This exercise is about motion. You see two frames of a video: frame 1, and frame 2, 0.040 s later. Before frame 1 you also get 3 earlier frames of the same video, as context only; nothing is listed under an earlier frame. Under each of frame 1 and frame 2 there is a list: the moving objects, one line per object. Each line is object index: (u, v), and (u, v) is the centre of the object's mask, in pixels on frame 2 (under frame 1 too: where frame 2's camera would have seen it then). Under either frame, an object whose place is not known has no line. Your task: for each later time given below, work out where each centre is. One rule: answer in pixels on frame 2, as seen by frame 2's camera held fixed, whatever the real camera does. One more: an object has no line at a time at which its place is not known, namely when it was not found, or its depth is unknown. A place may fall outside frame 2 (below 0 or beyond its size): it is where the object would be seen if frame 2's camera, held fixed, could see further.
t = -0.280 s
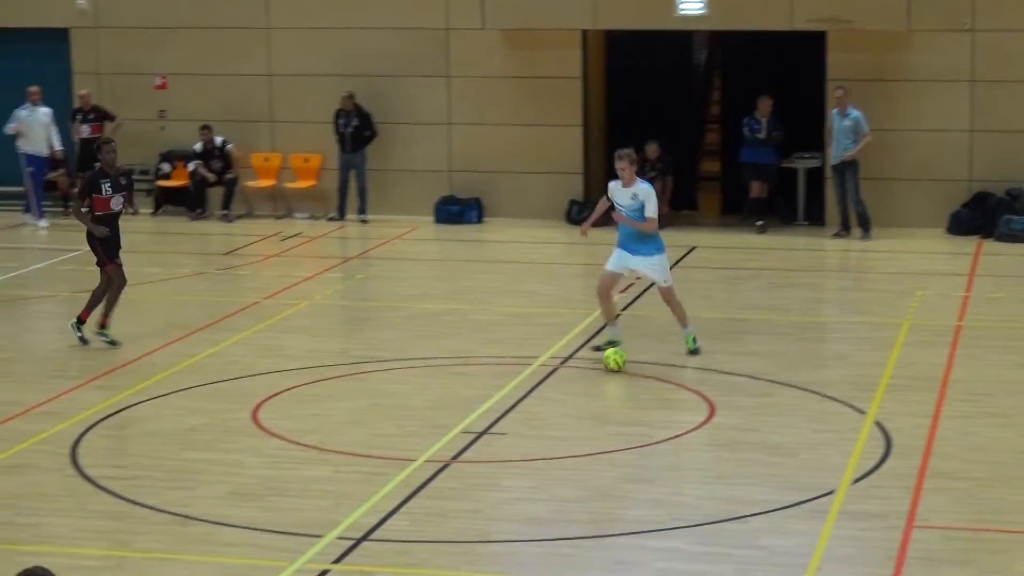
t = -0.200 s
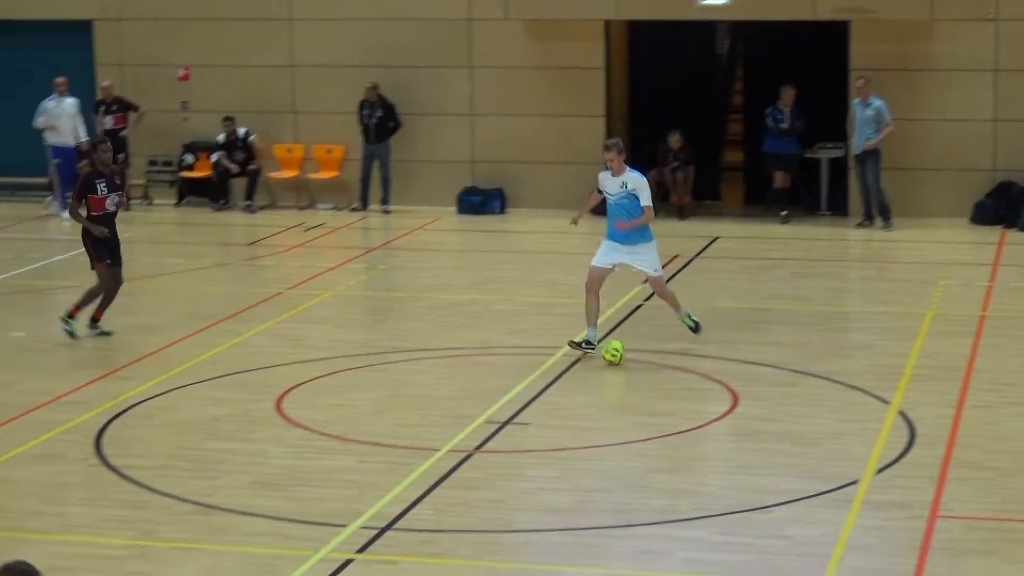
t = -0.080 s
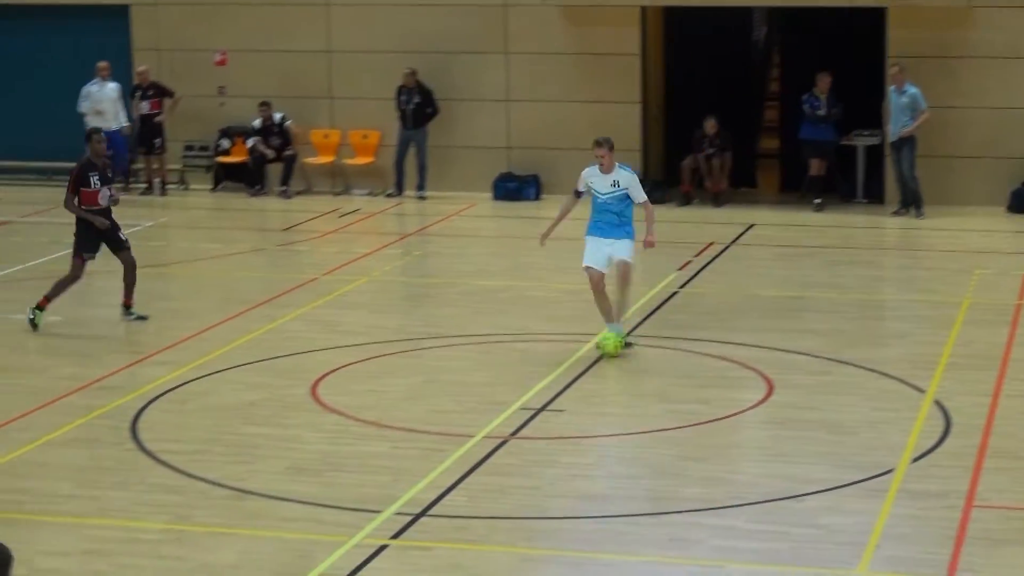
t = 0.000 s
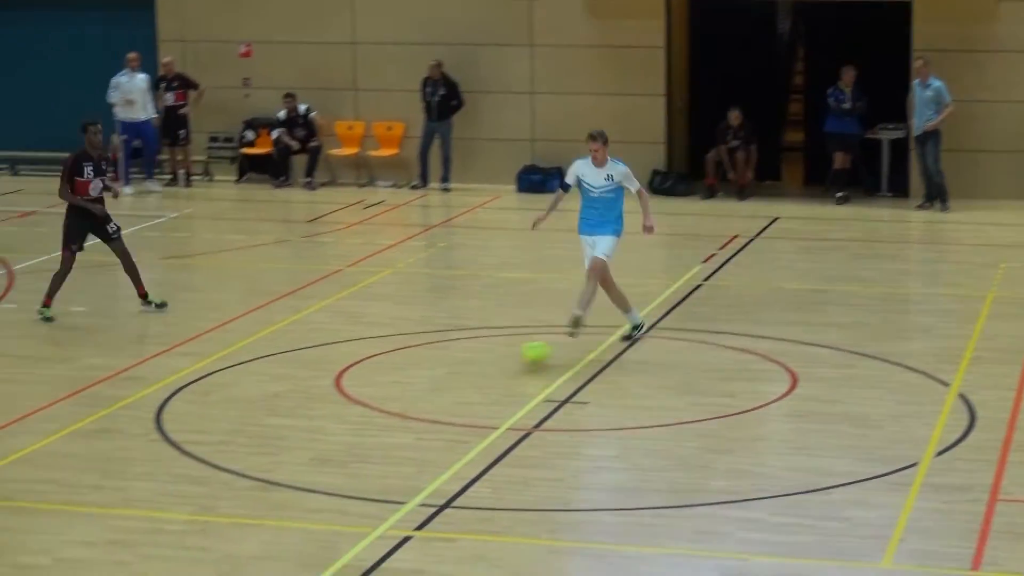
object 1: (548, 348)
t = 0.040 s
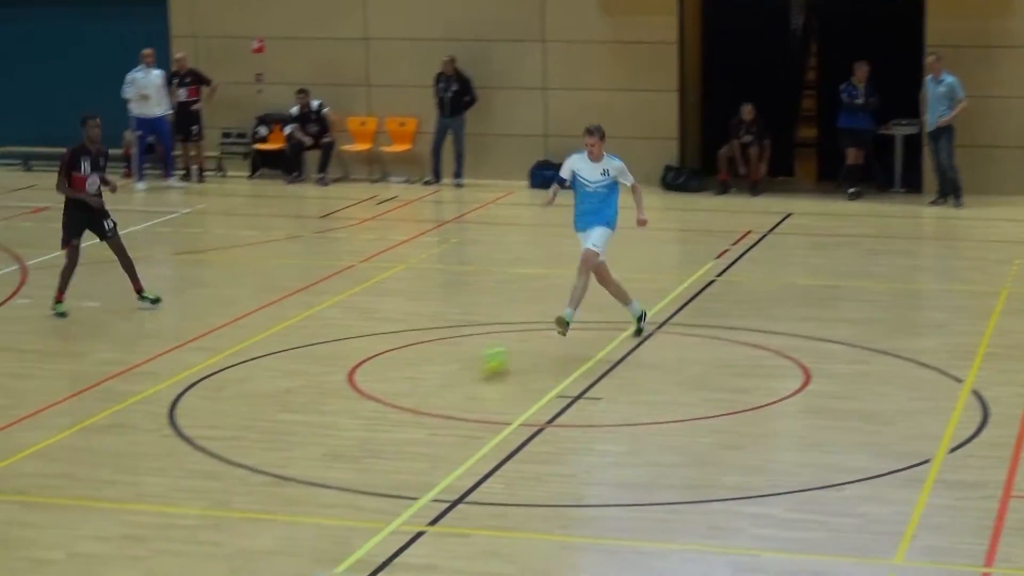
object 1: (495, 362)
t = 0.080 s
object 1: (439, 374)
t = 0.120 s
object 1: (386, 383)
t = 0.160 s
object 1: (329, 393)
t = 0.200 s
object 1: (273, 406)
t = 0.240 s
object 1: (213, 419)
